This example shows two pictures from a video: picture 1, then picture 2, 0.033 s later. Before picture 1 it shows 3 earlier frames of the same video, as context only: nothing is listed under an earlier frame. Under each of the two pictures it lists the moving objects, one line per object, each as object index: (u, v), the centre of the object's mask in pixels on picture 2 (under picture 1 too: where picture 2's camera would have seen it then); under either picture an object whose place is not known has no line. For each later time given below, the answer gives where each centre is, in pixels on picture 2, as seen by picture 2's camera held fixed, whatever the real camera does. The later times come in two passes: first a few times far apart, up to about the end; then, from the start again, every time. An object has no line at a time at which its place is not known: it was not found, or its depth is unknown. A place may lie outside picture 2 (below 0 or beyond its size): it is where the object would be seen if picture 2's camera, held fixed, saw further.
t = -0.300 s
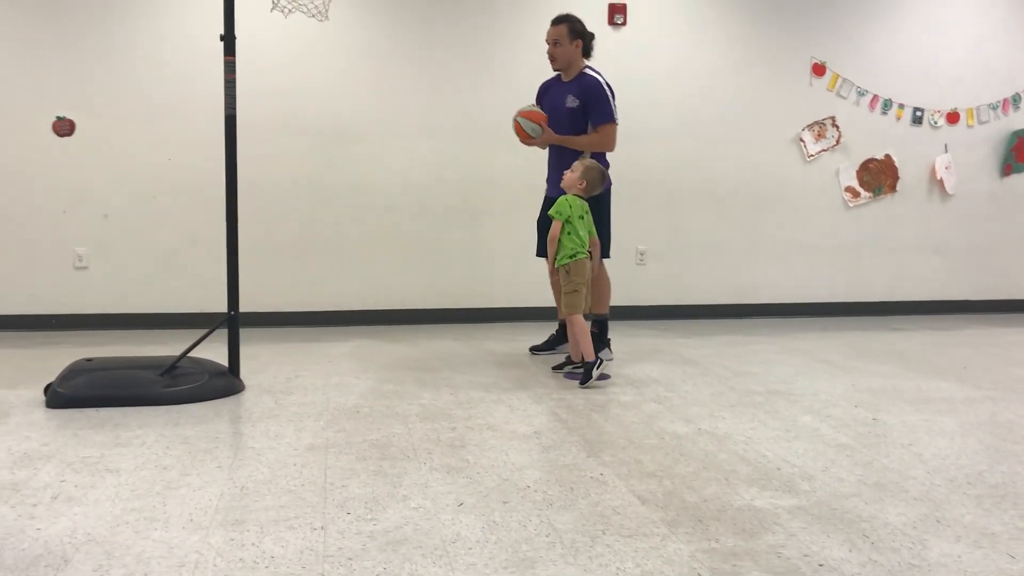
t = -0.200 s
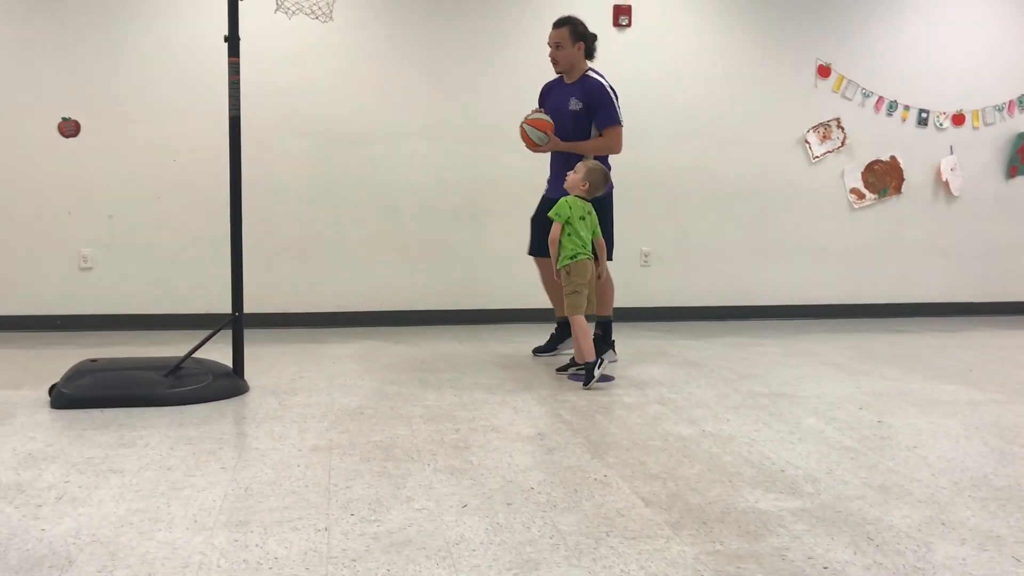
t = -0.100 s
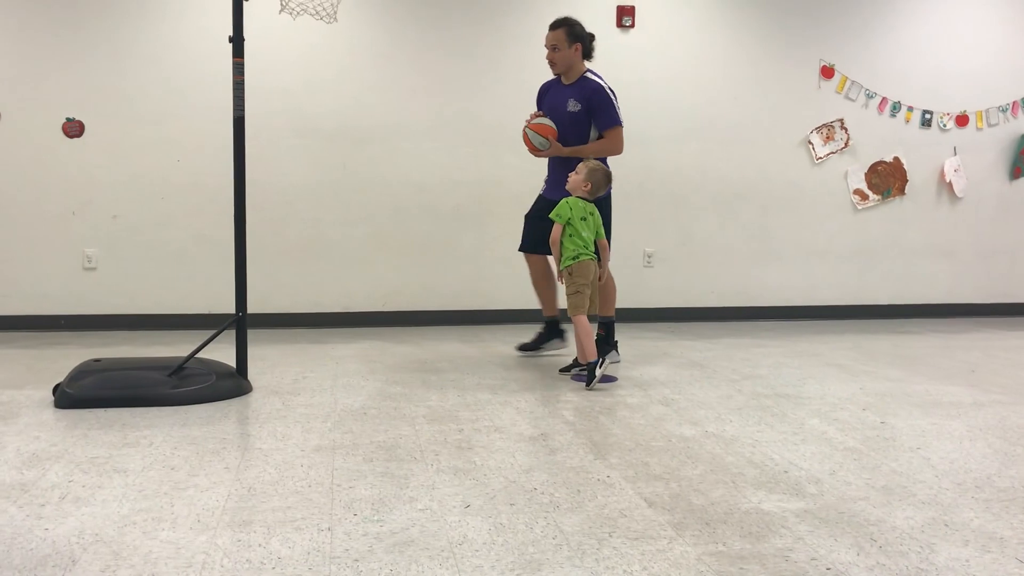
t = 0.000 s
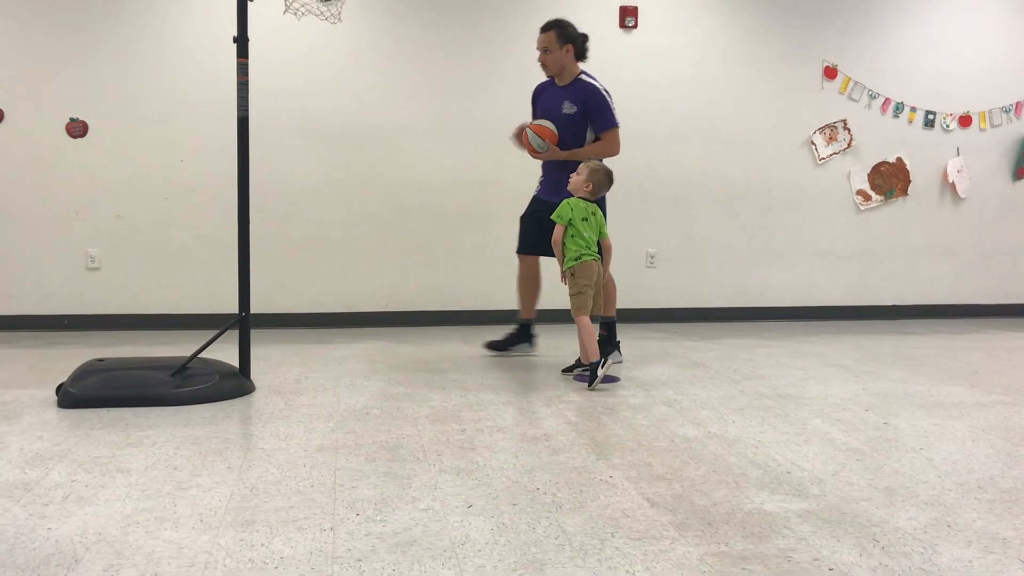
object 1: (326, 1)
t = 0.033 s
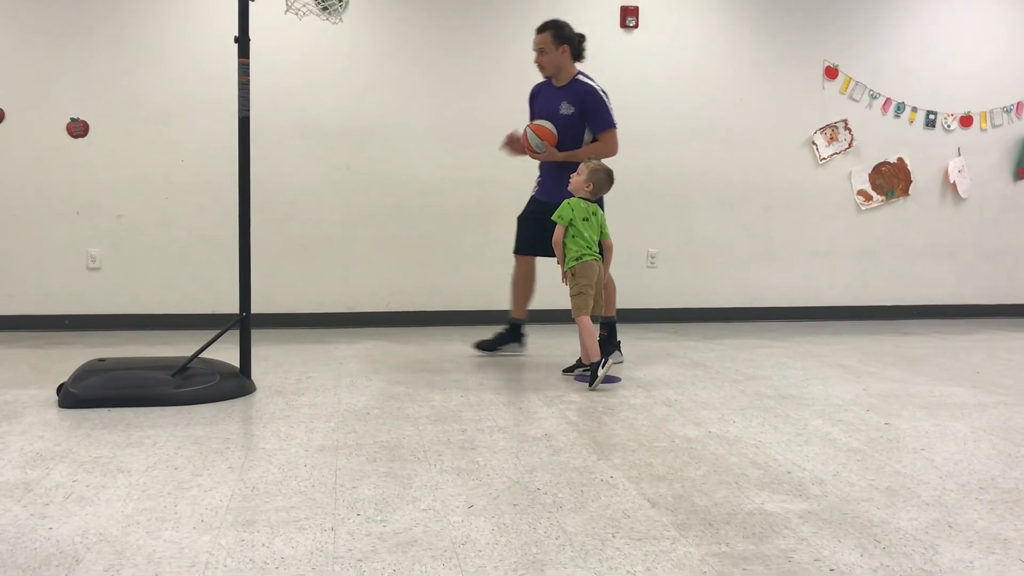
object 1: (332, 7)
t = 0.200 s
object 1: (349, 83)
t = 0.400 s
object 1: (368, 238)
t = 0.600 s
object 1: (383, 275)
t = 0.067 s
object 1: (332, 22)
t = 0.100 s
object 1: (339, 30)
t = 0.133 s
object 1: (342, 43)
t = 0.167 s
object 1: (345, 61)
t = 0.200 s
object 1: (349, 83)
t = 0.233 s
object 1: (352, 104)
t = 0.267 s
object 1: (356, 127)
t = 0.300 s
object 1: (359, 152)
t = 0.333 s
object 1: (362, 180)
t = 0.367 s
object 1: (365, 209)
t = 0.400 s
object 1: (368, 238)
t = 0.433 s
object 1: (371, 270)
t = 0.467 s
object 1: (374, 302)
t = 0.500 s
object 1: (375, 331)
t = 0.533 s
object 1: (379, 315)
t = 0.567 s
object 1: (381, 294)
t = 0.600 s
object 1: (383, 275)
